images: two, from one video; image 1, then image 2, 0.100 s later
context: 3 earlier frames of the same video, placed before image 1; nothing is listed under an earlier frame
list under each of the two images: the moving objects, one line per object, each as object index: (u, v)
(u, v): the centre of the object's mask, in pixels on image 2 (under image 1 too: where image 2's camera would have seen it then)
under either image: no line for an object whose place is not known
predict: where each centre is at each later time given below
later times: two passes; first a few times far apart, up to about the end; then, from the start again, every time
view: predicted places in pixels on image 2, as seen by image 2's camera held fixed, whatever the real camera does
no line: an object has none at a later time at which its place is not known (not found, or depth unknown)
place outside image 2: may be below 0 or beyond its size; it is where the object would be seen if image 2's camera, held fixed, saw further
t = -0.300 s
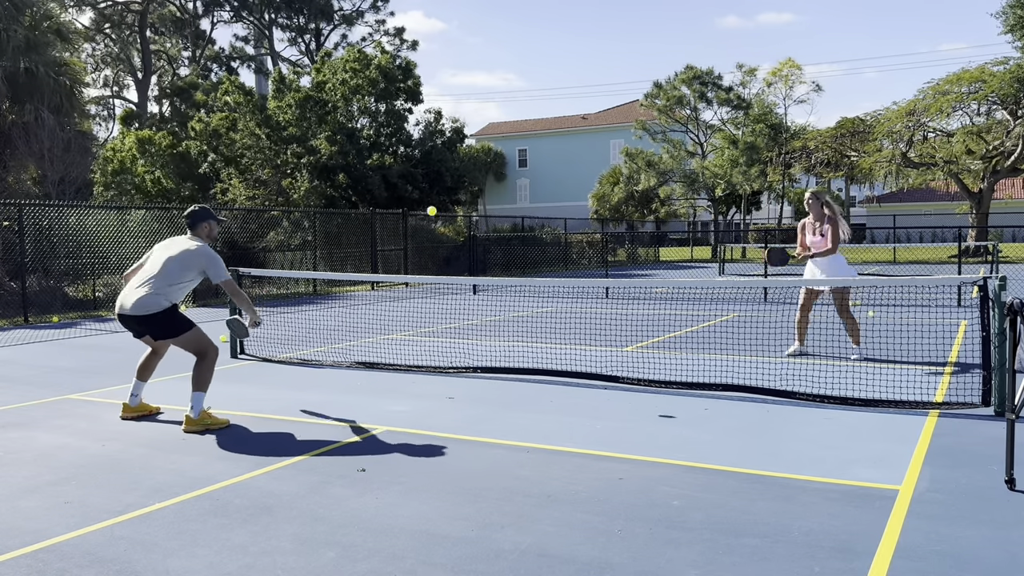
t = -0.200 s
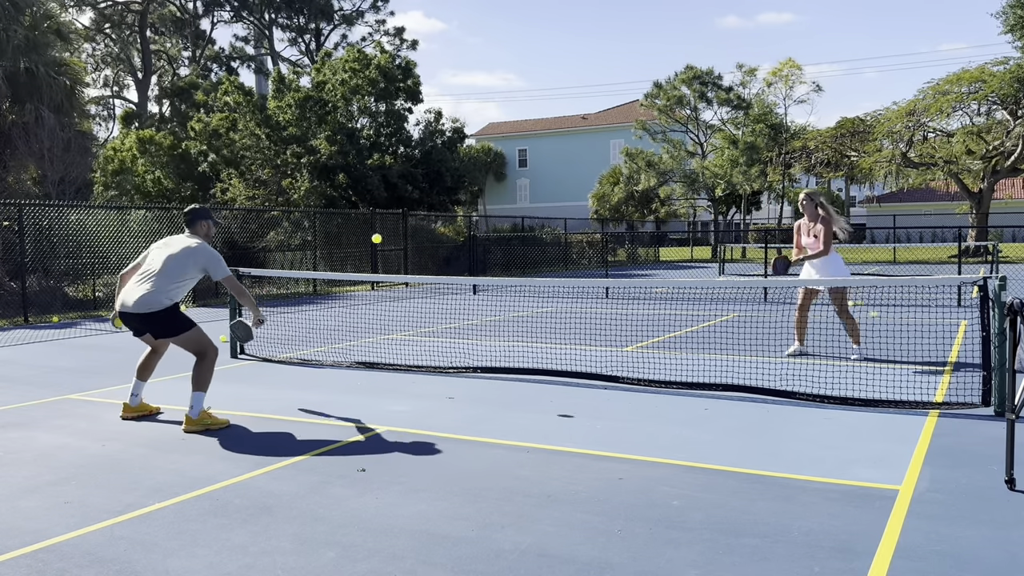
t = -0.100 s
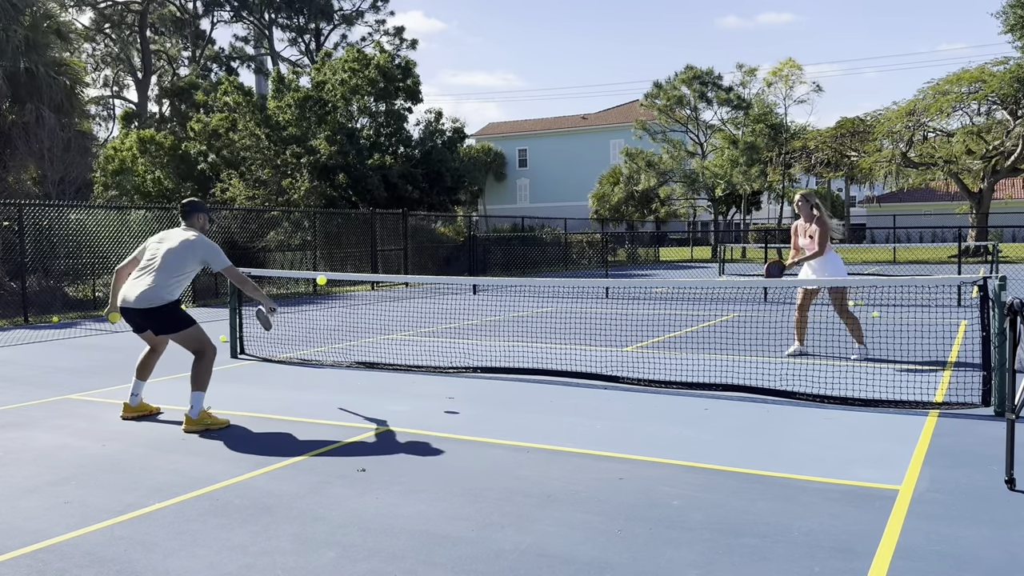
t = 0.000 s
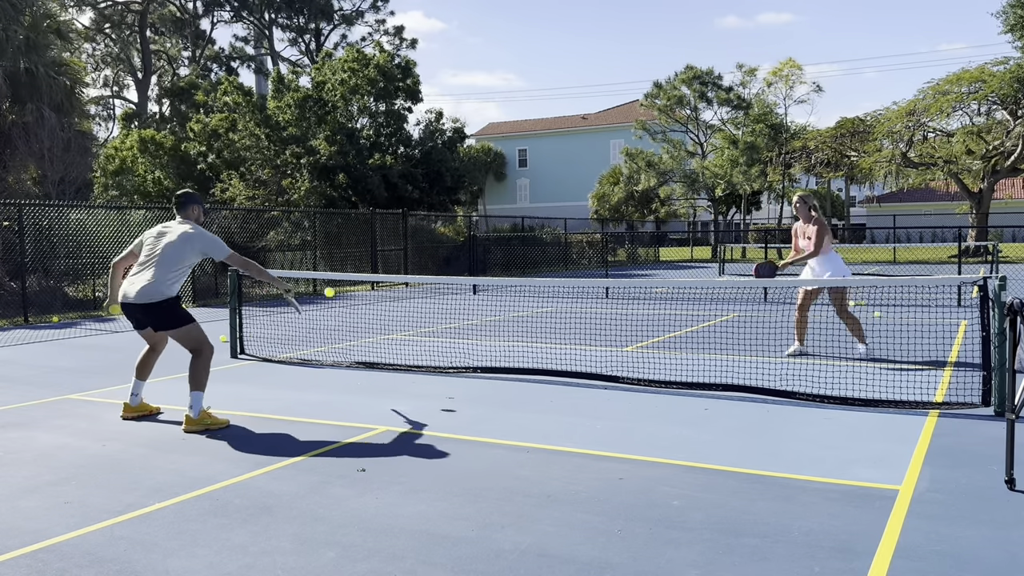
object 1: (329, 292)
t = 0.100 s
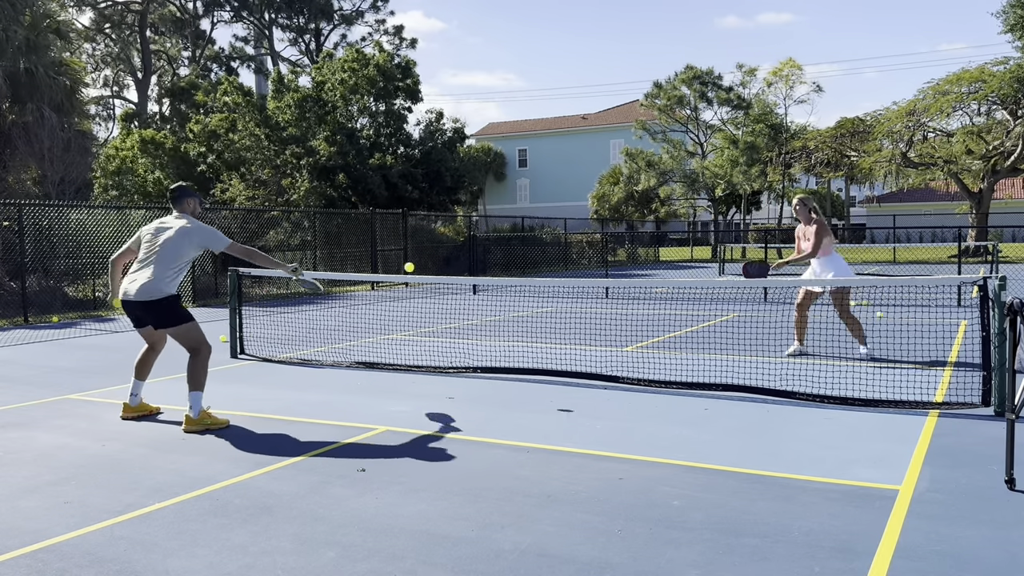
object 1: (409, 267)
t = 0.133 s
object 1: (434, 262)
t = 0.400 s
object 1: (617, 270)
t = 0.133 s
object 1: (434, 262)
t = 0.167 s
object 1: (459, 258)
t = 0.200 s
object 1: (483, 256)
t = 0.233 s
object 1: (506, 255)
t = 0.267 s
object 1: (530, 255)
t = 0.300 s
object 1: (552, 257)
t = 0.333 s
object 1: (574, 260)
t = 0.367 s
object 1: (596, 264)
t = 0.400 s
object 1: (617, 270)
